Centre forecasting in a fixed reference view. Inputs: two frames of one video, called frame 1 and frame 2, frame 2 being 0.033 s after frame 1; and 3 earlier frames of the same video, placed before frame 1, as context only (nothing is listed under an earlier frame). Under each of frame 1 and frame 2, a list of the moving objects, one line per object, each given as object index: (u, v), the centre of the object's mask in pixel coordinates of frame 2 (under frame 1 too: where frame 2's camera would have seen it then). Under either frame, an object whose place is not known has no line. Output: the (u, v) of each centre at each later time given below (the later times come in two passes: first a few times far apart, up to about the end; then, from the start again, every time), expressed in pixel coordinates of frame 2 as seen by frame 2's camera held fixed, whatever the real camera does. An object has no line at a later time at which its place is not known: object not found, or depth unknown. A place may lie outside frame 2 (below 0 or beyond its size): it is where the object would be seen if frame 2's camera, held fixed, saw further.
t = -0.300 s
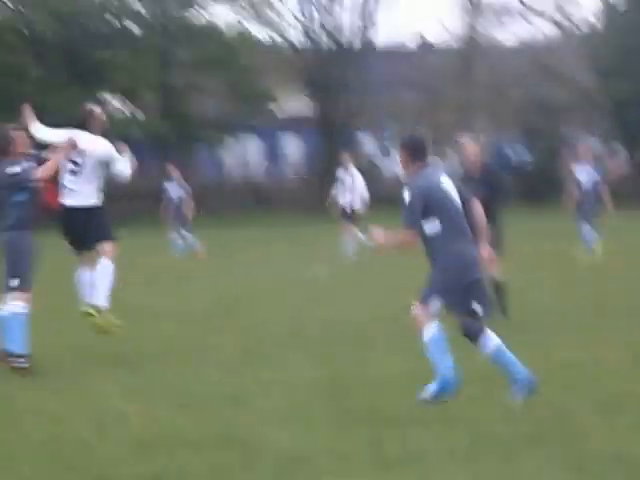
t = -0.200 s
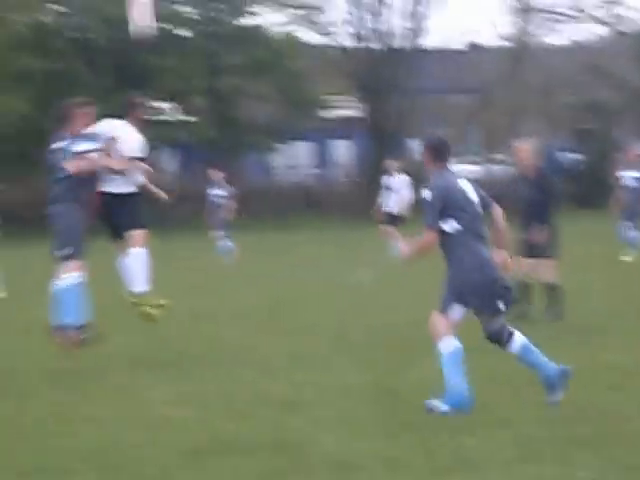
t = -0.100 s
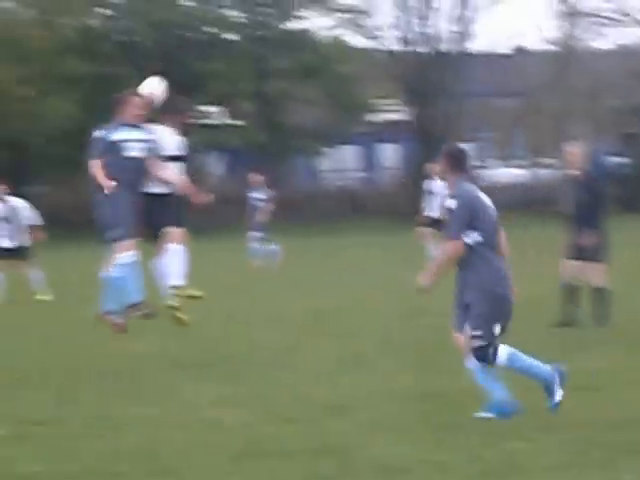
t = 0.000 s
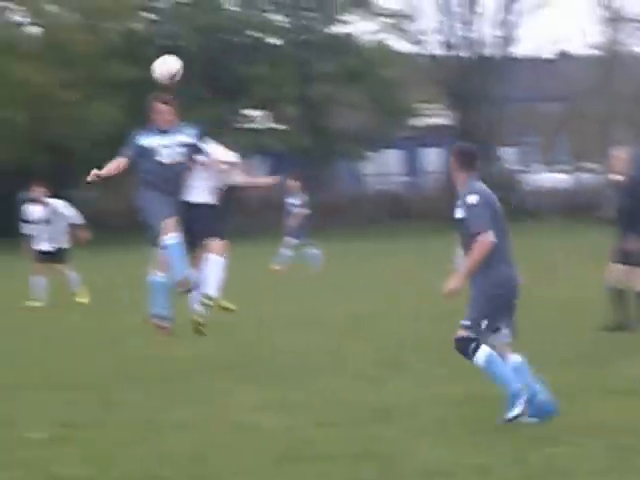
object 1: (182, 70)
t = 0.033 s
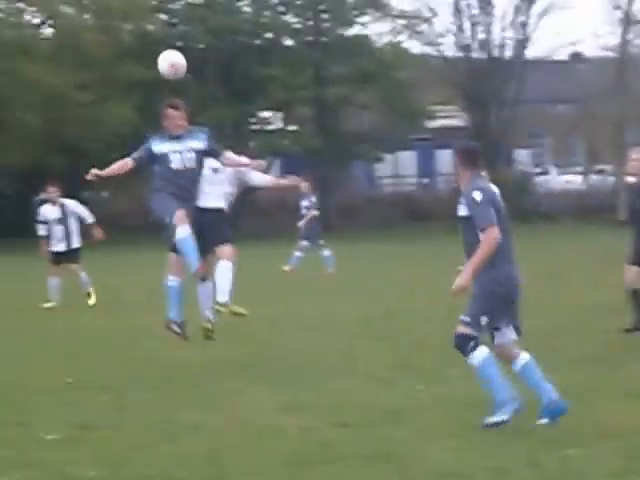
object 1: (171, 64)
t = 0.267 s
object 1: (108, 58)
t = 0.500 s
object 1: (49, 113)
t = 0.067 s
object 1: (162, 60)
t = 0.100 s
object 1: (154, 56)
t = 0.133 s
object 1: (144, 53)
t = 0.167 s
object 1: (134, 51)
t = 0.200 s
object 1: (125, 52)
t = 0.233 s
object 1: (116, 54)
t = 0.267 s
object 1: (108, 58)
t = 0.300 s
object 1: (98, 62)
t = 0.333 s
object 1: (90, 68)
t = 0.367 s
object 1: (82, 74)
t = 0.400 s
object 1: (72, 82)
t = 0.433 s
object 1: (66, 90)
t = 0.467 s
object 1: (58, 102)
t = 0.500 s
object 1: (49, 113)
